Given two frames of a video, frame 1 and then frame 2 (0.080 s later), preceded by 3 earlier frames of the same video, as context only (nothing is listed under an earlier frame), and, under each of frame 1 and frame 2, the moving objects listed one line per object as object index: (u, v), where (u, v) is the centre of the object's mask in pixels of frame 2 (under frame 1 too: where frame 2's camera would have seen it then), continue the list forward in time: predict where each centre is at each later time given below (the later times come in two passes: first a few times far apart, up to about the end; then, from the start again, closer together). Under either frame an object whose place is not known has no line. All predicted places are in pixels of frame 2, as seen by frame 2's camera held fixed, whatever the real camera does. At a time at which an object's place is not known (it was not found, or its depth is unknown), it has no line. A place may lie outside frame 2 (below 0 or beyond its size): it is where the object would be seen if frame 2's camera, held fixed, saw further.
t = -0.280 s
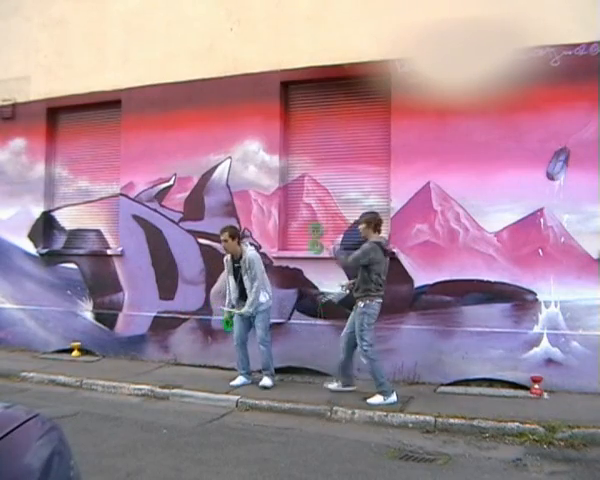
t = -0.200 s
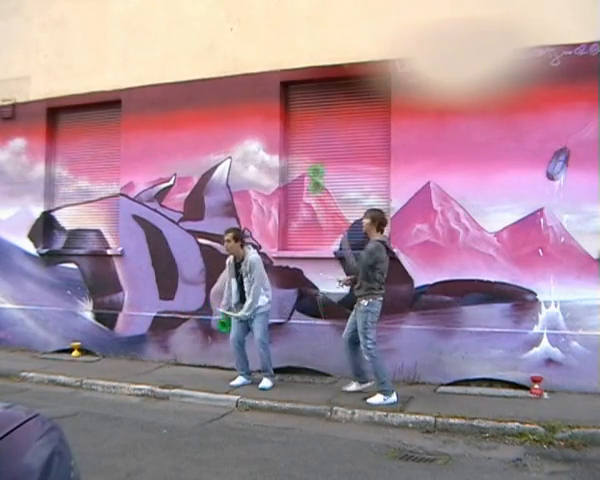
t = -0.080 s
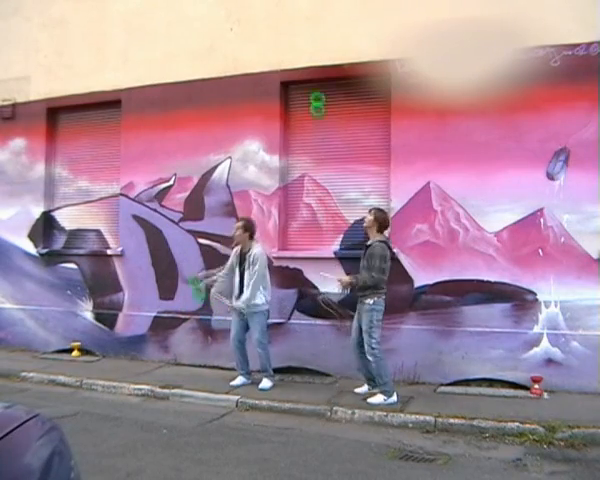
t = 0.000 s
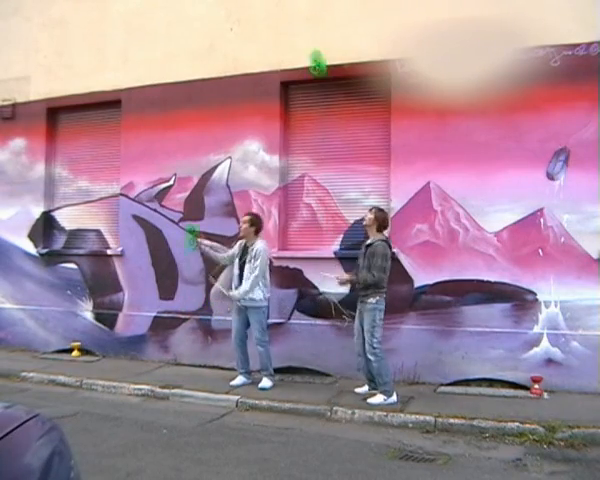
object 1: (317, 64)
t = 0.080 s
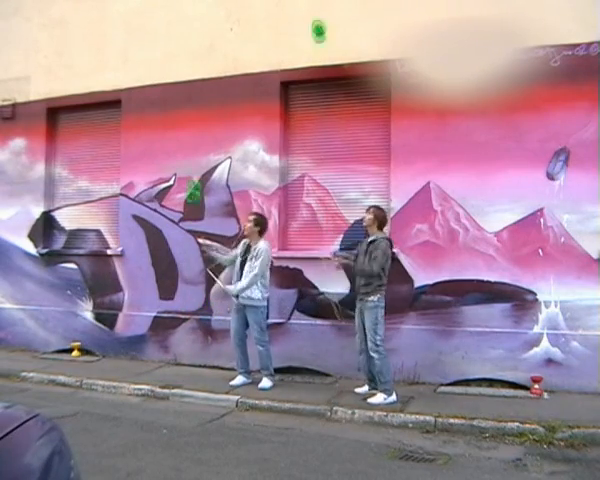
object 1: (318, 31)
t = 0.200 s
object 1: (320, 3)
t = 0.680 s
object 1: (322, 2)
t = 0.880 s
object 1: (320, 62)
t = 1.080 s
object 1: (320, 173)
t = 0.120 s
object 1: (319, 16)
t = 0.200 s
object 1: (320, 3)
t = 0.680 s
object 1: (322, 2)
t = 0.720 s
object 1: (321, 6)
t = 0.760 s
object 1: (321, 16)
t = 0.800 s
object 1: (321, 29)
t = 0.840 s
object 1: (321, 45)
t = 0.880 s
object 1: (320, 62)
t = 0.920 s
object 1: (321, 81)
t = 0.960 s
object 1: (320, 101)
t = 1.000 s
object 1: (320, 123)
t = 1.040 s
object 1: (320, 148)
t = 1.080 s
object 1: (320, 173)
